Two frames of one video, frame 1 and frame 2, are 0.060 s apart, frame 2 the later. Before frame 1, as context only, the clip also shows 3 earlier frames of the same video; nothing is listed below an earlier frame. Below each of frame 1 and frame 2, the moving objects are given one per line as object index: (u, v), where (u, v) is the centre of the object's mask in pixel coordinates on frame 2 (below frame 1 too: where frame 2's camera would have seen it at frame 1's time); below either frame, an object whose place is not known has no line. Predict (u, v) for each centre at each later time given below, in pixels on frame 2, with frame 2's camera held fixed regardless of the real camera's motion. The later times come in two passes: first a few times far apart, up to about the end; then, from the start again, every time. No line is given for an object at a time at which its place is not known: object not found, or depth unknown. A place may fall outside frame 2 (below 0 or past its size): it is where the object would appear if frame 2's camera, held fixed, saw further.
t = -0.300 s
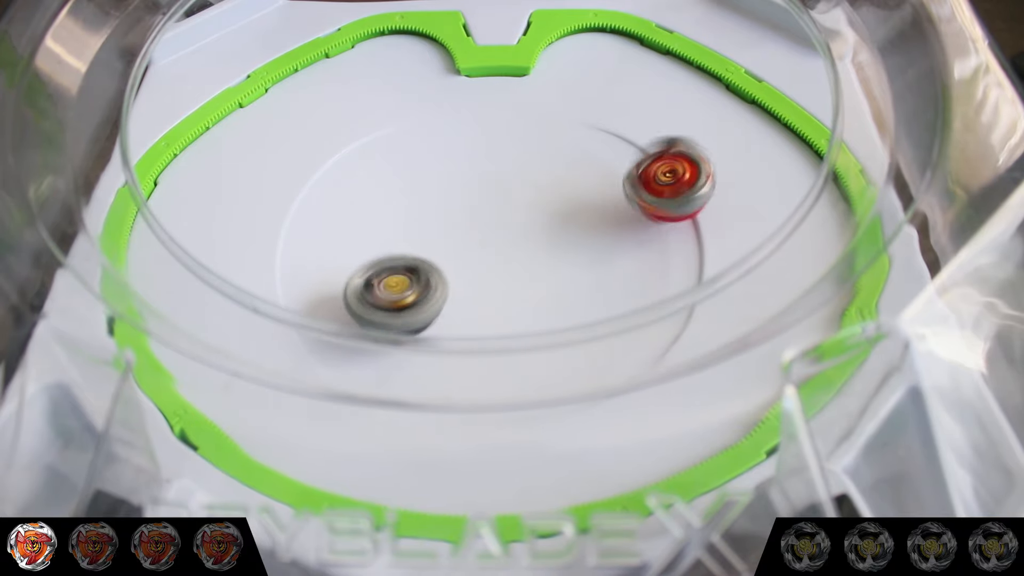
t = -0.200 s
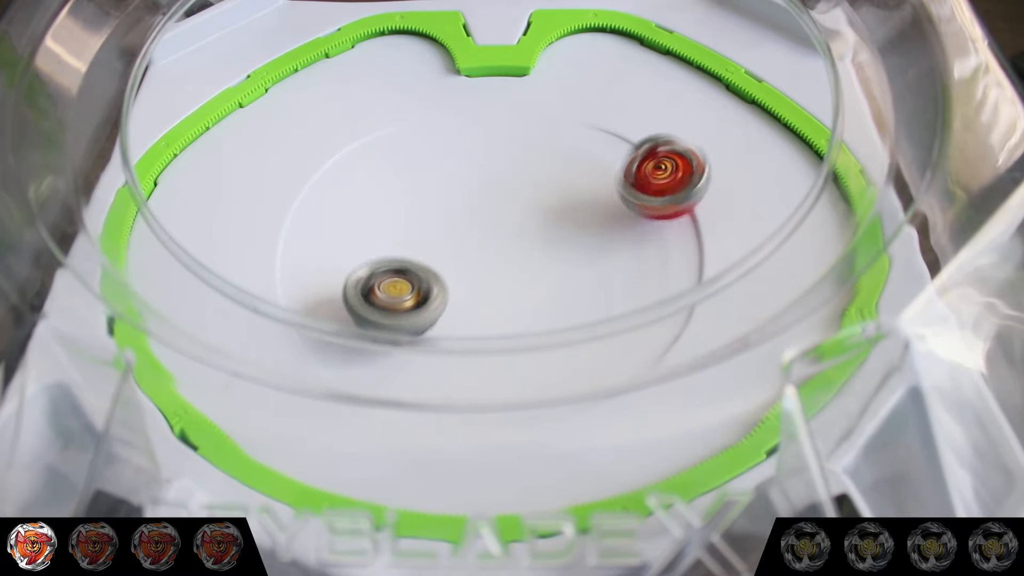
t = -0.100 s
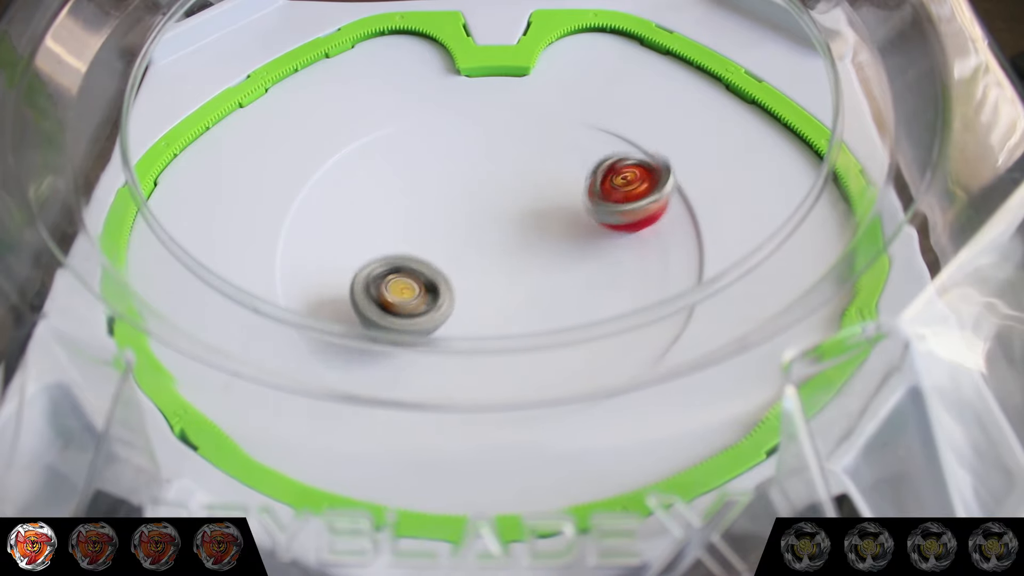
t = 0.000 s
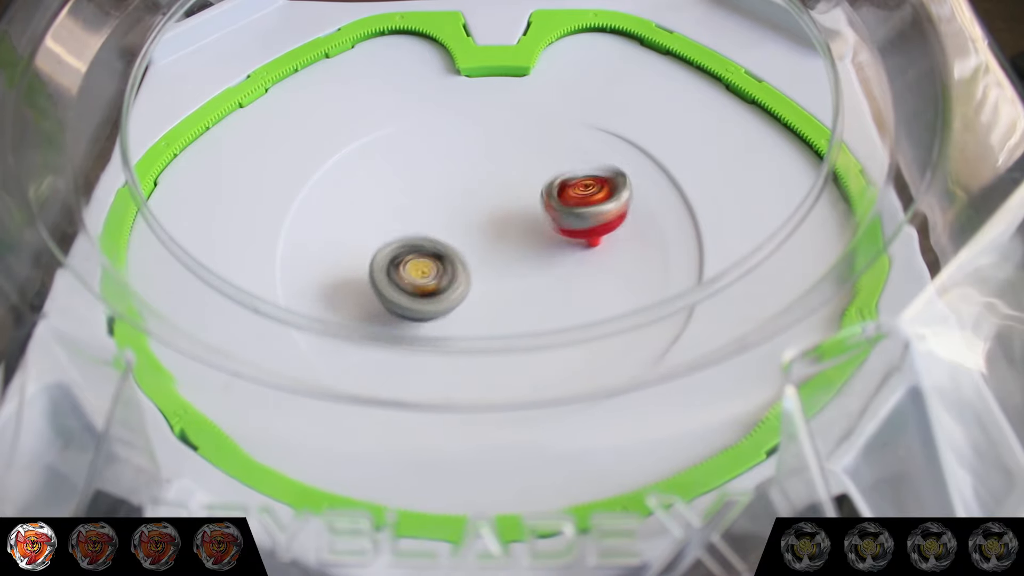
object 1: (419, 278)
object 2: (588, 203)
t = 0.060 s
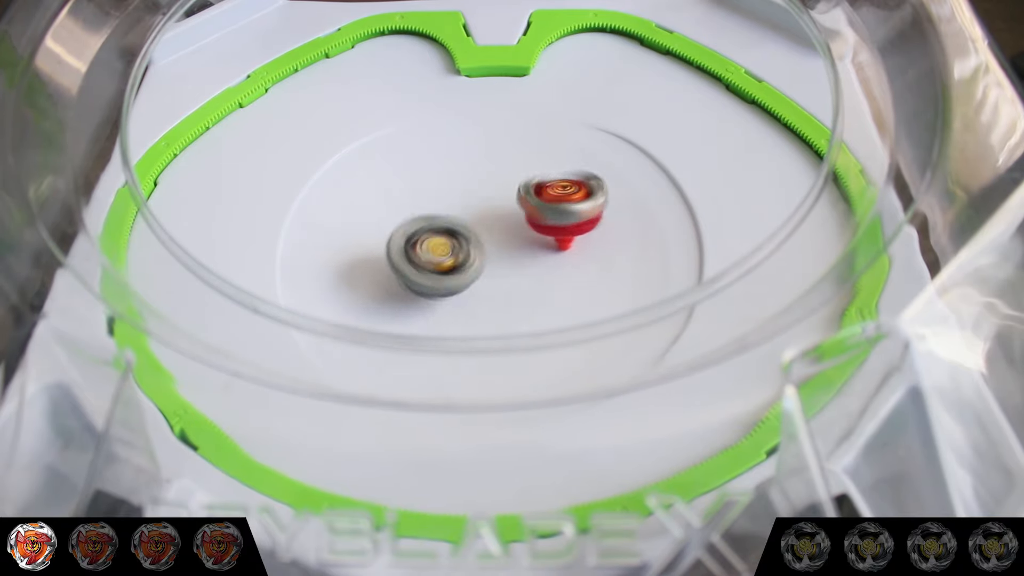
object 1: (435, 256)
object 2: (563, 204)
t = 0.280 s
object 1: (441, 146)
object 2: (534, 174)
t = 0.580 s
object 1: (435, 105)
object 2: (543, 112)
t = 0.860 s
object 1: (355, 168)
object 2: (561, 150)
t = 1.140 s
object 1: (426, 288)
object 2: (518, 175)
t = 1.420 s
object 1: (590, 222)
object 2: (511, 150)
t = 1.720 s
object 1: (622, 148)
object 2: (470, 146)
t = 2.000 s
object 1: (514, 177)
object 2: (445, 121)
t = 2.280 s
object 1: (420, 278)
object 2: (435, 126)
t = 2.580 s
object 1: (423, 274)
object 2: (426, 180)
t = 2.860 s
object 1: (478, 213)
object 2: (444, 148)
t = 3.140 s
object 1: (512, 210)
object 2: (564, 143)
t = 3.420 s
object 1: (497, 229)
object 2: (584, 211)
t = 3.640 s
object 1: (393, 235)
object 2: (522, 227)
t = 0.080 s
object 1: (440, 246)
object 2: (555, 205)
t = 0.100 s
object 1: (446, 237)
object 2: (549, 204)
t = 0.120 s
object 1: (451, 227)
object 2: (543, 203)
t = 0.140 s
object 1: (452, 215)
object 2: (540, 200)
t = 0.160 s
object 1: (449, 205)
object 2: (542, 194)
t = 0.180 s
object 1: (447, 194)
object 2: (542, 191)
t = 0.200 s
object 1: (445, 184)
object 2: (541, 188)
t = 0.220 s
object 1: (444, 173)
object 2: (539, 185)
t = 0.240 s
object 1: (443, 163)
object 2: (538, 182)
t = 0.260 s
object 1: (442, 154)
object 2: (537, 178)
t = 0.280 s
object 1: (441, 146)
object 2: (534, 174)
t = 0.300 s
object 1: (439, 138)
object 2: (534, 169)
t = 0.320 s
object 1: (437, 130)
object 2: (533, 165)
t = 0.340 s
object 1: (435, 124)
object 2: (532, 160)
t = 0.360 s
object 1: (434, 119)
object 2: (532, 156)
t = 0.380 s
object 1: (432, 114)
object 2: (534, 152)
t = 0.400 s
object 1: (431, 110)
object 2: (534, 148)
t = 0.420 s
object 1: (430, 106)
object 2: (536, 143)
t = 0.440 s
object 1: (430, 104)
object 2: (537, 139)
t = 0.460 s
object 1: (431, 103)
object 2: (538, 135)
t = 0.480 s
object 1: (432, 102)
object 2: (539, 131)
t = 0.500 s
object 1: (433, 102)
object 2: (542, 127)
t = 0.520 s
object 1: (433, 103)
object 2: (544, 123)
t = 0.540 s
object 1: (434, 104)
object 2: (544, 119)
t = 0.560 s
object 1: (434, 104)
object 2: (544, 115)
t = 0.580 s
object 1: (435, 105)
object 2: (543, 112)
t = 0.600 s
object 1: (435, 106)
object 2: (542, 110)
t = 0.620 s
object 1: (436, 107)
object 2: (539, 109)
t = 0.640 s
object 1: (437, 109)
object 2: (538, 109)
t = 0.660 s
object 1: (438, 111)
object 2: (535, 110)
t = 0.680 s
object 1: (439, 115)
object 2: (533, 111)
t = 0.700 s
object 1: (441, 119)
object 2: (530, 112)
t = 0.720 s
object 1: (427, 123)
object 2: (539, 116)
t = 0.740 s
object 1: (411, 126)
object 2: (547, 120)
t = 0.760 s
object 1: (397, 131)
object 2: (554, 125)
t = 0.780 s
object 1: (387, 137)
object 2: (558, 129)
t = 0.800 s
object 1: (377, 144)
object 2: (560, 136)
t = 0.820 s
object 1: (369, 151)
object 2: (562, 140)
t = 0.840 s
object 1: (361, 159)
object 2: (562, 145)
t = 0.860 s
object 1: (355, 168)
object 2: (561, 150)
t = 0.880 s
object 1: (349, 178)
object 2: (559, 154)
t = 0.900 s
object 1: (345, 188)
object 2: (557, 157)
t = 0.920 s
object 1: (342, 199)
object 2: (555, 161)
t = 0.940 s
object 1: (342, 209)
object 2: (552, 165)
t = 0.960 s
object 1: (343, 220)
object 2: (549, 169)
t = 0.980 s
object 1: (346, 230)
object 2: (546, 170)
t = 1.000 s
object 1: (351, 240)
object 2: (542, 173)
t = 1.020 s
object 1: (357, 250)
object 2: (538, 176)
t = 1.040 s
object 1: (365, 259)
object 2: (534, 177)
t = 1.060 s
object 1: (374, 267)
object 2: (531, 177)
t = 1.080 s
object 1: (385, 274)
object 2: (527, 177)
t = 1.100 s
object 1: (398, 280)
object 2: (523, 177)
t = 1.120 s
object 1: (411, 285)
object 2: (521, 176)
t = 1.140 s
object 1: (426, 288)
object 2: (518, 175)
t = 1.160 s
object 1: (440, 291)
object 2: (515, 173)
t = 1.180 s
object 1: (454, 292)
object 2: (512, 171)
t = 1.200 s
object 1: (470, 291)
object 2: (511, 168)
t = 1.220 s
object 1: (485, 290)
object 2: (510, 166)
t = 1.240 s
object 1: (500, 287)
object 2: (509, 164)
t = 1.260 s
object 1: (514, 282)
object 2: (509, 162)
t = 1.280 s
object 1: (527, 278)
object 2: (509, 160)
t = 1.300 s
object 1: (539, 272)
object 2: (509, 157)
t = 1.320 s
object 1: (551, 265)
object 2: (510, 155)
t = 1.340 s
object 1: (561, 258)
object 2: (511, 154)
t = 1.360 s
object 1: (570, 249)
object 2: (510, 152)
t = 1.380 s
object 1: (578, 241)
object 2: (510, 151)
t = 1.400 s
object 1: (584, 232)
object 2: (511, 150)
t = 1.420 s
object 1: (590, 222)
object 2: (511, 150)
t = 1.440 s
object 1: (594, 213)
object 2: (511, 149)
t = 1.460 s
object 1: (596, 204)
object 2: (512, 149)
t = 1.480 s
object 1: (598, 194)
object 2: (514, 149)
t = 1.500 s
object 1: (598, 185)
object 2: (516, 150)
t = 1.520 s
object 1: (600, 177)
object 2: (515, 149)
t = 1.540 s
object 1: (610, 172)
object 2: (508, 146)
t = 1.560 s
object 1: (617, 168)
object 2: (500, 144)
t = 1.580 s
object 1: (621, 163)
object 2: (493, 142)
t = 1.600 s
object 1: (624, 158)
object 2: (487, 142)
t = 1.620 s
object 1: (625, 155)
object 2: (482, 143)
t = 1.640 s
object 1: (626, 153)
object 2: (479, 144)
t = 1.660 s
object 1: (626, 151)
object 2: (476, 146)
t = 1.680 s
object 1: (625, 150)
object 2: (474, 146)
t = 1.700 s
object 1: (624, 149)
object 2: (472, 146)
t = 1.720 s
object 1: (622, 148)
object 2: (470, 146)
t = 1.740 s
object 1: (621, 147)
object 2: (468, 145)
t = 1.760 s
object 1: (619, 146)
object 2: (466, 144)
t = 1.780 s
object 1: (614, 145)
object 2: (465, 143)
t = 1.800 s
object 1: (610, 146)
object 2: (463, 143)
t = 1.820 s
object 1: (602, 145)
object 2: (461, 142)
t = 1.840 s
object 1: (595, 146)
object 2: (458, 140)
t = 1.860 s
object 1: (586, 148)
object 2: (456, 139)
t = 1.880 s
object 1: (576, 150)
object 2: (453, 137)
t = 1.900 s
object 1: (566, 152)
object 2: (451, 135)
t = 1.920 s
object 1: (555, 156)
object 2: (450, 132)
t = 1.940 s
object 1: (543, 160)
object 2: (449, 129)
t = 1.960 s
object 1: (532, 164)
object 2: (449, 127)
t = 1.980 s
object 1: (521, 169)
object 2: (448, 125)
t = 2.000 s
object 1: (514, 177)
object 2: (445, 121)
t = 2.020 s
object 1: (507, 184)
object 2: (441, 117)
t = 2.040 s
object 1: (499, 193)
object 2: (437, 114)
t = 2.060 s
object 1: (491, 201)
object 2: (436, 113)
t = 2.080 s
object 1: (483, 209)
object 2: (436, 111)
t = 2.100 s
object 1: (475, 217)
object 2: (435, 110)
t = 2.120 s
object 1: (467, 225)
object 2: (433, 111)
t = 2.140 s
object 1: (459, 233)
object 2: (433, 111)
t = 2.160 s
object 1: (453, 240)
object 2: (432, 111)
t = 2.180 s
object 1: (445, 248)
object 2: (432, 111)
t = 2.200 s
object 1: (440, 254)
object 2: (433, 113)
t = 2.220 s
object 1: (434, 261)
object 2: (434, 115)
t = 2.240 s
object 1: (429, 268)
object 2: (434, 118)
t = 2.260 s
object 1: (424, 272)
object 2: (434, 122)
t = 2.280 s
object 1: (420, 278)
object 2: (435, 126)
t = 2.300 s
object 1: (417, 282)
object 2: (436, 129)
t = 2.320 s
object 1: (414, 285)
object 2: (438, 133)
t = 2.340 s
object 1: (412, 288)
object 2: (438, 138)
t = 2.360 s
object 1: (410, 290)
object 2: (439, 143)
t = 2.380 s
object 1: (409, 290)
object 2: (440, 148)
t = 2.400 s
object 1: (409, 290)
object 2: (440, 152)
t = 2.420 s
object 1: (409, 290)
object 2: (439, 157)
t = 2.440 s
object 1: (410, 289)
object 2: (438, 161)
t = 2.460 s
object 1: (412, 289)
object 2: (437, 165)
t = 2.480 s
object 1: (414, 288)
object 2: (436, 169)
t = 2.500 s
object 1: (415, 287)
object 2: (434, 173)
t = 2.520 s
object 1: (417, 284)
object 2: (432, 175)
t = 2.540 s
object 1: (419, 282)
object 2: (430, 177)
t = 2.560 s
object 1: (421, 278)
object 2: (428, 179)
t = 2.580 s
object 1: (423, 274)
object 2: (426, 180)
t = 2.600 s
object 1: (427, 269)
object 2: (424, 181)
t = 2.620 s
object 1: (431, 264)
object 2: (423, 181)
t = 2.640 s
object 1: (435, 257)
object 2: (423, 180)
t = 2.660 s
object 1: (438, 249)
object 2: (424, 178)
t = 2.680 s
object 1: (443, 242)
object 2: (423, 176)
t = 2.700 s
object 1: (447, 239)
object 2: (423, 174)
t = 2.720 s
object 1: (451, 235)
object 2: (422, 171)
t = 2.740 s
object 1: (455, 231)
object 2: (425, 167)
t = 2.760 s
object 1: (459, 227)
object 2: (427, 163)
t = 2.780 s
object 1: (463, 222)
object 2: (430, 159)
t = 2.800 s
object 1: (467, 220)
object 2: (434, 156)
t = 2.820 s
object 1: (471, 218)
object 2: (438, 154)
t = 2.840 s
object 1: (474, 215)
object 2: (441, 151)
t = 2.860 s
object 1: (478, 213)
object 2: (444, 148)
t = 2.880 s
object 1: (482, 211)
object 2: (447, 150)
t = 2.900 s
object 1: (485, 209)
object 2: (453, 146)
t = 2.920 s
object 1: (489, 207)
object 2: (457, 144)
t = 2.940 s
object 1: (493, 205)
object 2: (462, 146)
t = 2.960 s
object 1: (496, 204)
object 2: (468, 146)
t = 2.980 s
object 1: (499, 202)
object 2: (472, 145)
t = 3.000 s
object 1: (503, 200)
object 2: (478, 145)
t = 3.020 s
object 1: (505, 200)
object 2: (487, 143)
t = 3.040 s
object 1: (506, 202)
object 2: (499, 143)
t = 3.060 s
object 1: (506, 204)
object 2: (513, 141)
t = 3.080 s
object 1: (508, 206)
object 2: (526, 140)
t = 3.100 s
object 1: (510, 207)
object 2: (540, 140)
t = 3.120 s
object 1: (512, 209)
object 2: (553, 146)
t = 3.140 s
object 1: (512, 210)
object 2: (564, 143)
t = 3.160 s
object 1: (511, 213)
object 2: (576, 140)
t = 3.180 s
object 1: (511, 215)
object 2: (586, 137)
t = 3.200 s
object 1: (512, 216)
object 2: (594, 137)
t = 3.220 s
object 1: (512, 218)
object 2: (601, 140)
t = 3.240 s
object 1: (510, 219)
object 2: (605, 146)
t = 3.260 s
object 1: (509, 221)
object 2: (609, 152)
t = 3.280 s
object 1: (508, 222)
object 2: (611, 156)
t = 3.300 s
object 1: (507, 223)
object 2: (612, 162)
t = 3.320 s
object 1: (505, 224)
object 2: (611, 168)
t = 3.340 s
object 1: (503, 226)
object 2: (610, 174)
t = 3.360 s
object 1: (502, 227)
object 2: (606, 184)
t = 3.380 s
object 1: (501, 228)
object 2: (602, 193)
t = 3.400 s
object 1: (499, 228)
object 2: (593, 202)
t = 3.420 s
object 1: (497, 229)
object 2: (584, 211)
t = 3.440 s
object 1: (489, 230)
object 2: (581, 215)
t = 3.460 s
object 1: (476, 235)
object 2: (578, 218)
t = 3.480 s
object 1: (465, 236)
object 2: (572, 221)
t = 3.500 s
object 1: (455, 238)
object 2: (565, 223)
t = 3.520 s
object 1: (446, 238)
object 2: (559, 225)
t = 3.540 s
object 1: (437, 239)
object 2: (553, 226)
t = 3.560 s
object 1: (428, 239)
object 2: (546, 227)
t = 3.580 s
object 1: (419, 238)
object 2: (539, 228)
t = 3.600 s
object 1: (411, 238)
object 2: (533, 228)
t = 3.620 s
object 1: (402, 237)
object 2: (528, 227)
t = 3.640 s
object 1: (393, 235)
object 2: (522, 227)
